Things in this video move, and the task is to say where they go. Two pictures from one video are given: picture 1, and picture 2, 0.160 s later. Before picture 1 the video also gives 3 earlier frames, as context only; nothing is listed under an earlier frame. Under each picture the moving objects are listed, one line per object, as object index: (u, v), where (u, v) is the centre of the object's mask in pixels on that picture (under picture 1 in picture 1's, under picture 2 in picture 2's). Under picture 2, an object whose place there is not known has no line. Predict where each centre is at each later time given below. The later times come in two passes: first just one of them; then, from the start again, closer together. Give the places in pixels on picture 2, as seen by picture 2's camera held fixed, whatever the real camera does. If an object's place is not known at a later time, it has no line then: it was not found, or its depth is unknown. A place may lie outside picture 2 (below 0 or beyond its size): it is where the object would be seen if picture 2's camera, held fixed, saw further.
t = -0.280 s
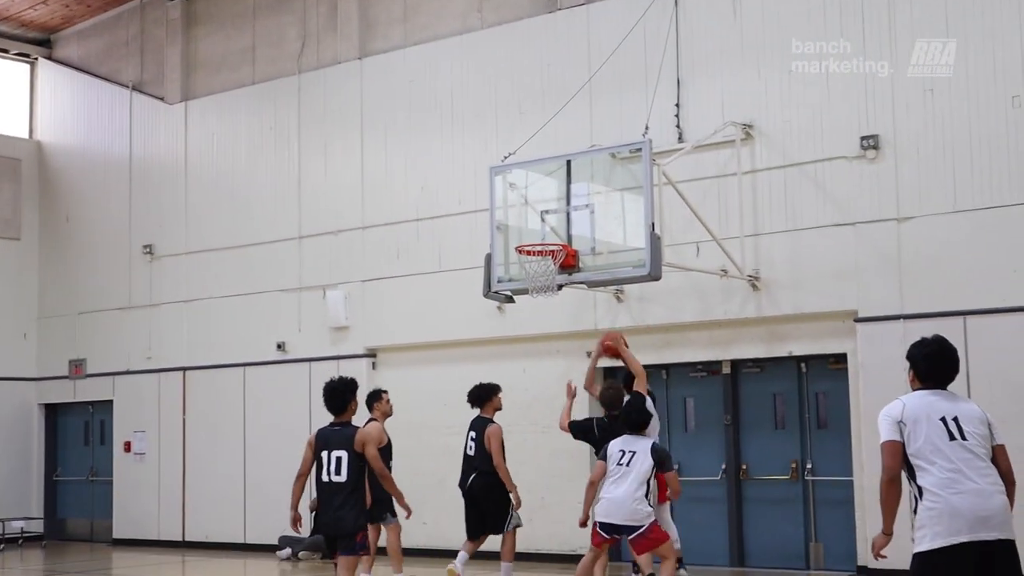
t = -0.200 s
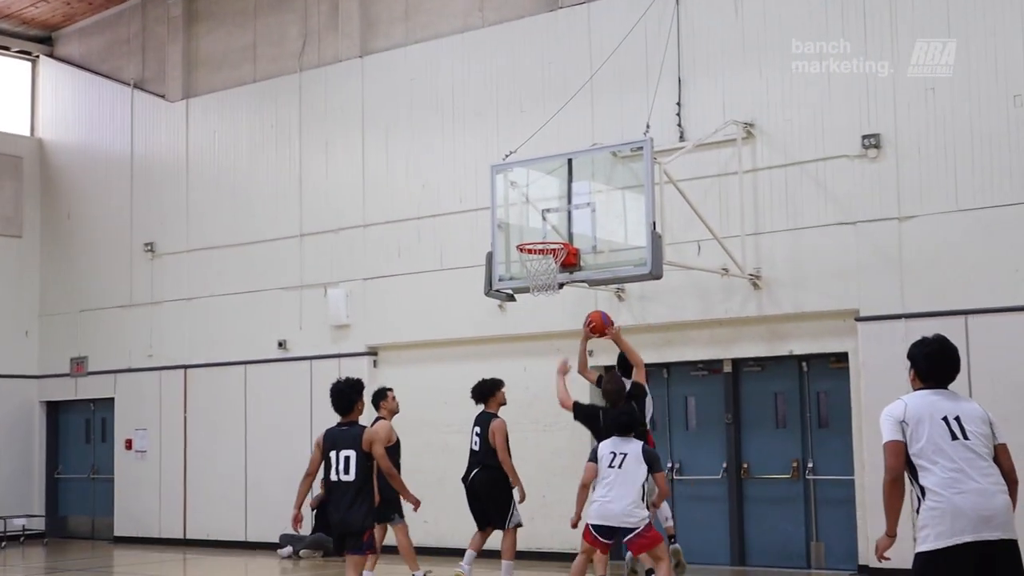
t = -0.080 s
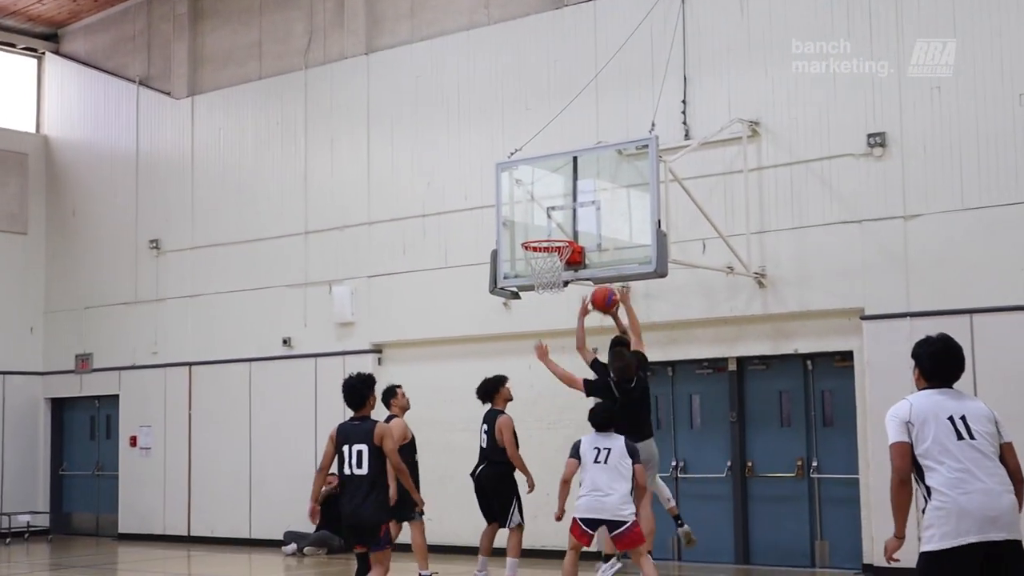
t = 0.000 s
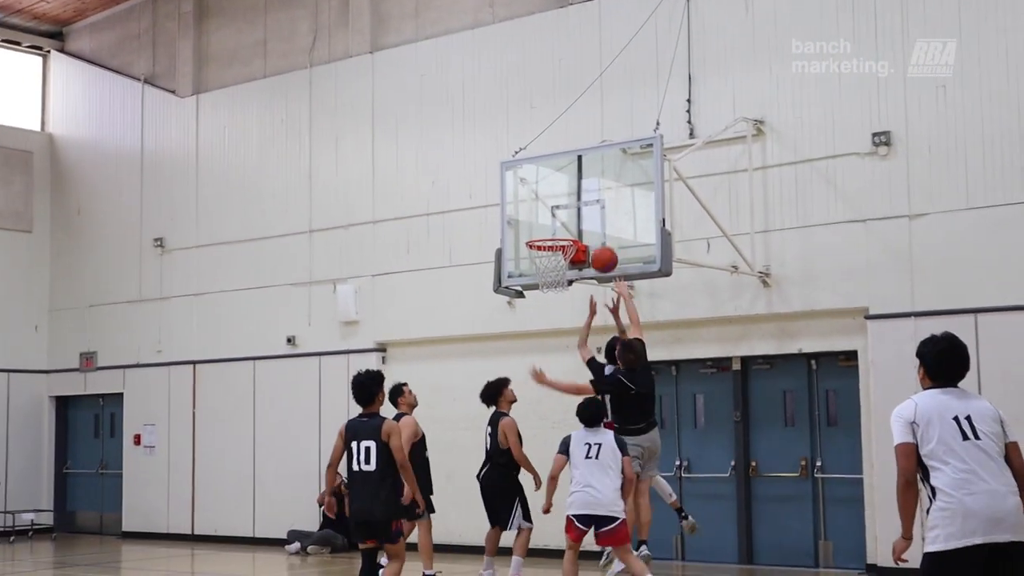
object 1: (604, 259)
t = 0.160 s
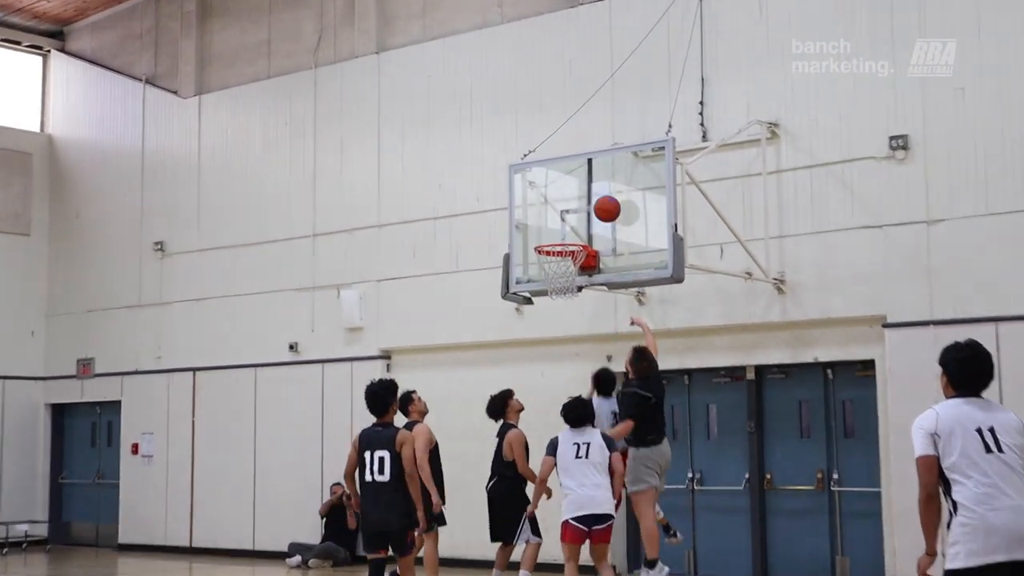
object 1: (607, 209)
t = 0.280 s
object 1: (594, 193)
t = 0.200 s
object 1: (604, 200)
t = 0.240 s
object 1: (599, 195)
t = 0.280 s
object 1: (594, 193)
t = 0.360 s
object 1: (585, 192)
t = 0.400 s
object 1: (581, 194)
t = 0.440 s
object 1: (577, 197)
